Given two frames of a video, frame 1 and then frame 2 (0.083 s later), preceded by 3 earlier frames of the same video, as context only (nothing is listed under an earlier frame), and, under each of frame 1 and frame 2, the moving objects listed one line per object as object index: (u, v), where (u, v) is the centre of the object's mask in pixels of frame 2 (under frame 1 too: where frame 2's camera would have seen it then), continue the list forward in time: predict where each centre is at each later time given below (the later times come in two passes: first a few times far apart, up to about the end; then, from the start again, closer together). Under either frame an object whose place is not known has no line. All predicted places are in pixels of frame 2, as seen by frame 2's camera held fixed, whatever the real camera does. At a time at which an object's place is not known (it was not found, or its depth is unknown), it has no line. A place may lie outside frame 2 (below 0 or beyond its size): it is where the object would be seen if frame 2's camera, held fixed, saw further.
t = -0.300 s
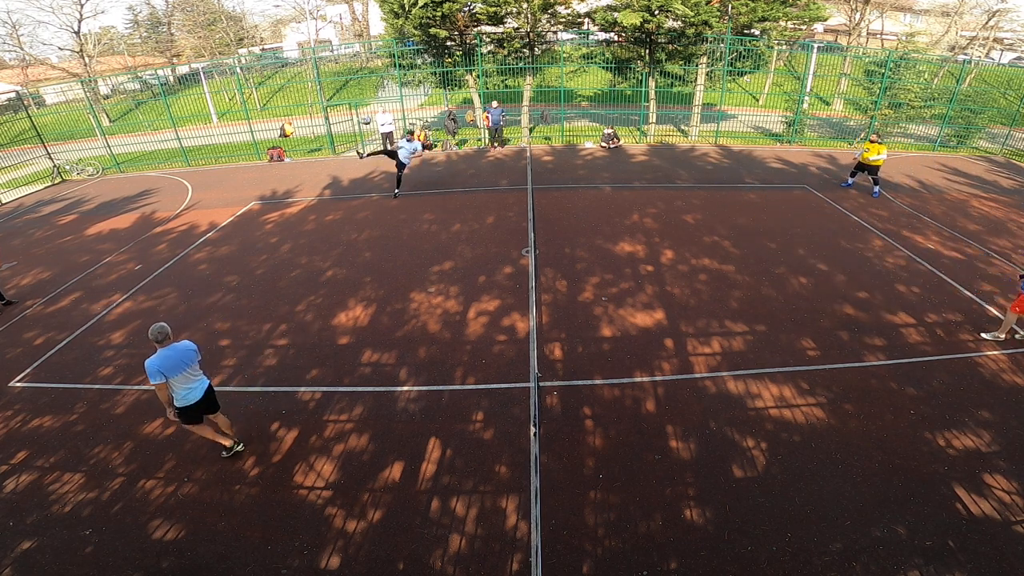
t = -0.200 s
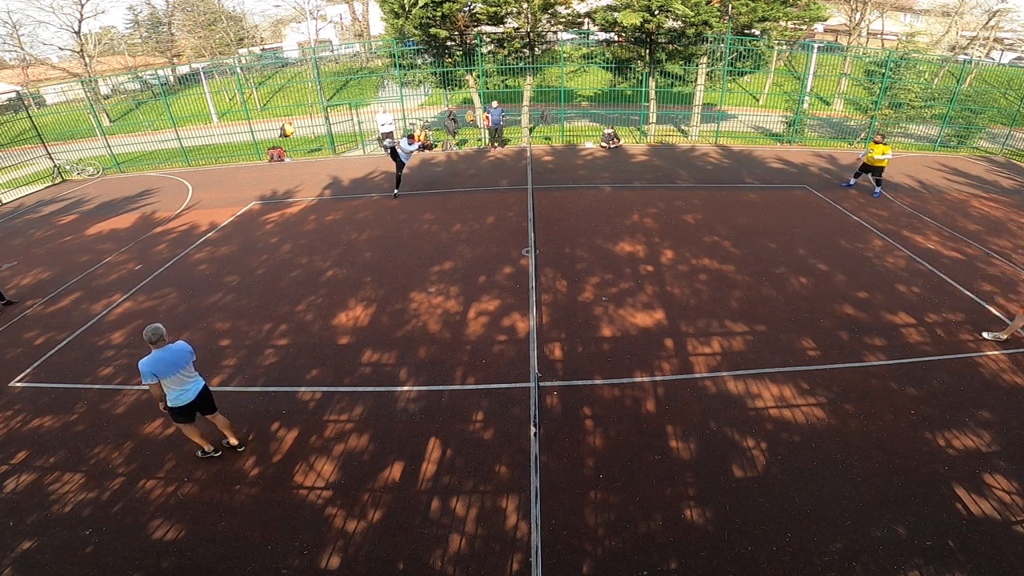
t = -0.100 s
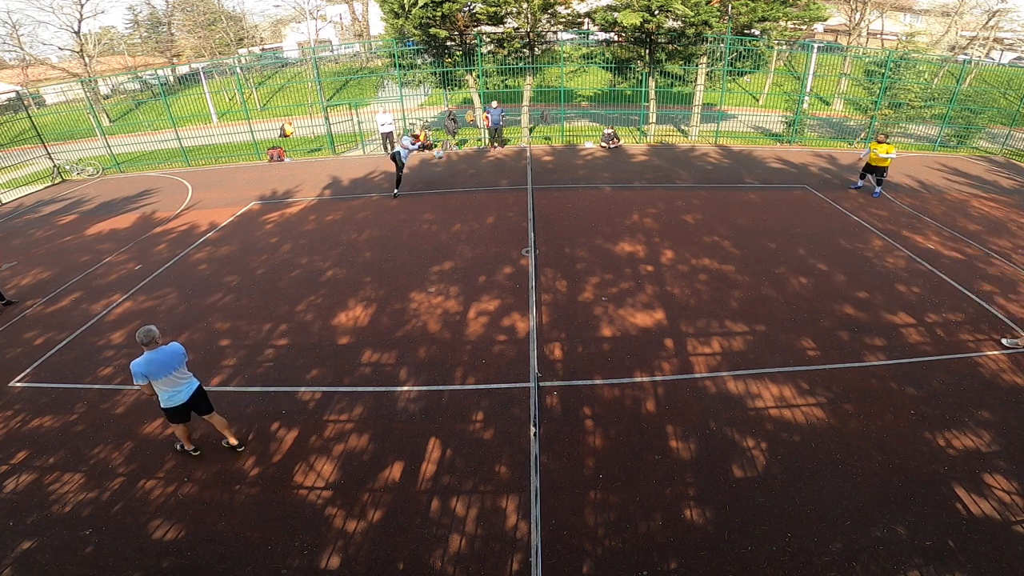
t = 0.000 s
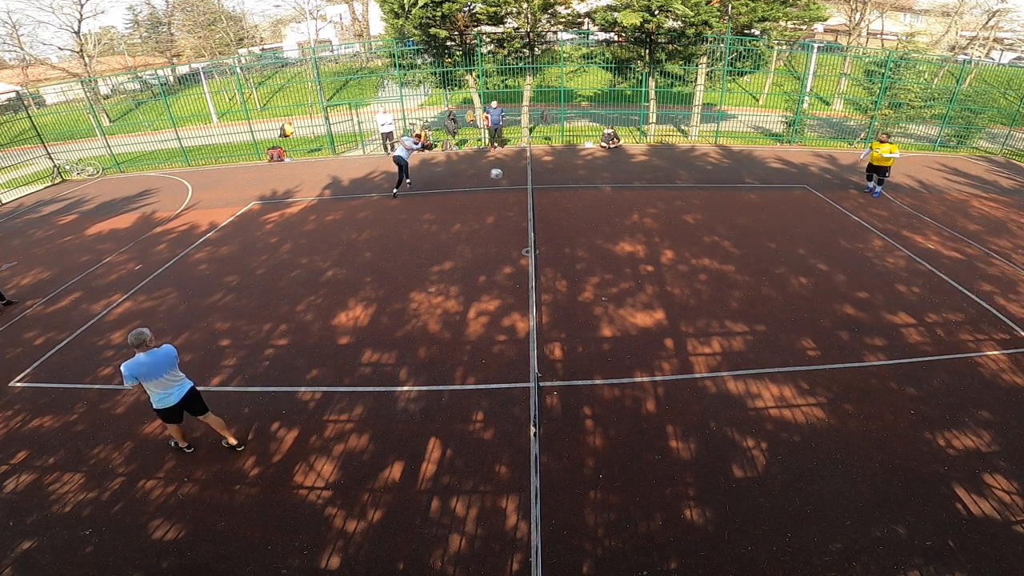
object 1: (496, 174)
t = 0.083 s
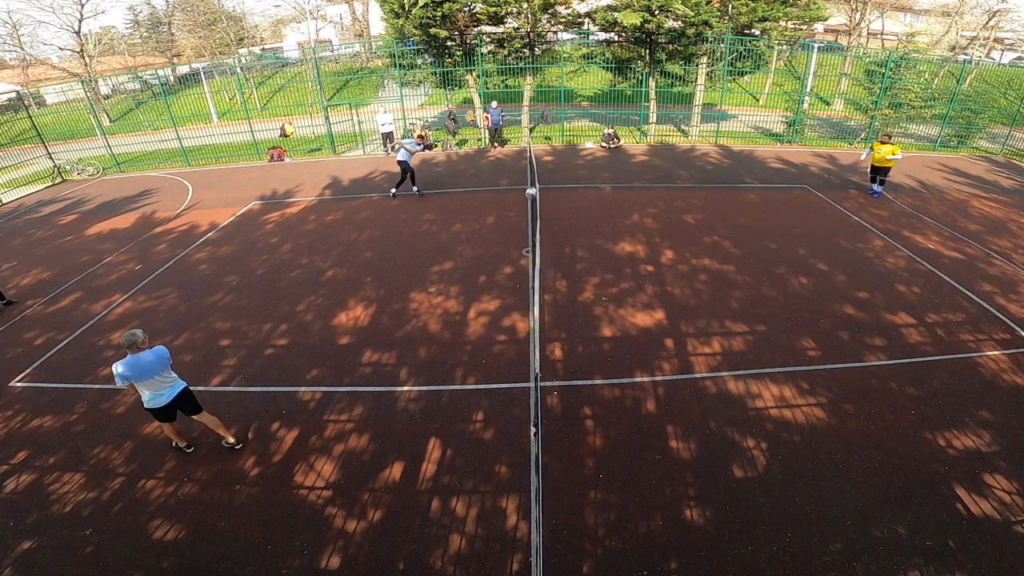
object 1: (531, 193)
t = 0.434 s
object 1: (526, 249)
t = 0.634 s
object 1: (522, 281)
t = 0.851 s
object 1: (506, 285)
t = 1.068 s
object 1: (490, 318)
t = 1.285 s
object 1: (471, 340)
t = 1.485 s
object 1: (452, 367)
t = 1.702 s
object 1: (430, 404)
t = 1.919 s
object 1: (405, 434)
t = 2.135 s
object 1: (380, 476)
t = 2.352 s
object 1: (350, 518)
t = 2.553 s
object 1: (317, 555)
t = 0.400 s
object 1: (528, 244)
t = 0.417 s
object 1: (527, 248)
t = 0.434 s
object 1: (526, 249)
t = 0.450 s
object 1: (526, 250)
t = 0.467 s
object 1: (525, 253)
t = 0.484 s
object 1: (525, 256)
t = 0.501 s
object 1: (525, 259)
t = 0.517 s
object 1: (525, 262)
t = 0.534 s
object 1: (525, 266)
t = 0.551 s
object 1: (525, 270)
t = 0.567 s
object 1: (524, 274)
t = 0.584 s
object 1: (524, 278)
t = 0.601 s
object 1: (523, 282)
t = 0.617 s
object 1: (523, 282)
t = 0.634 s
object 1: (522, 281)
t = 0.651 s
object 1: (520, 280)
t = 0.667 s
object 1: (519, 279)
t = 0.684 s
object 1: (518, 279)
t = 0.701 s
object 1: (517, 279)
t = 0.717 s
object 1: (516, 279)
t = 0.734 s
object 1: (514, 279)
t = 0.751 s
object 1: (513, 280)
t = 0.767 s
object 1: (512, 280)
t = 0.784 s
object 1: (511, 280)
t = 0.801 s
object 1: (510, 281)
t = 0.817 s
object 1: (508, 282)
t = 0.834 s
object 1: (507, 284)
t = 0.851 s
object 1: (506, 285)
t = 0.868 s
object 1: (504, 286)
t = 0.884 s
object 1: (503, 288)
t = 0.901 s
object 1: (502, 289)
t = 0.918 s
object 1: (501, 292)
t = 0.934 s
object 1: (500, 293)
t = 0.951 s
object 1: (499, 297)
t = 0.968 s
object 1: (497, 299)
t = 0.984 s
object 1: (496, 301)
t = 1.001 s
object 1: (495, 304)
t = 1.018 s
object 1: (494, 307)
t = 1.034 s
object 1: (493, 311)
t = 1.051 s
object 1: (492, 314)
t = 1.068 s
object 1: (490, 318)
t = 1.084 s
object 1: (489, 322)
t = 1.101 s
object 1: (488, 326)
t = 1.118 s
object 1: (487, 330)
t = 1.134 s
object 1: (486, 334)
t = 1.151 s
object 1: (484, 337)
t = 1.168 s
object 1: (483, 337)
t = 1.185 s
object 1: (481, 337)
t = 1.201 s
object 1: (479, 337)
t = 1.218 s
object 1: (478, 337)
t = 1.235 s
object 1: (476, 338)
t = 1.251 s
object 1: (475, 338)
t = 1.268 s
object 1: (473, 339)
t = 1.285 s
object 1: (471, 340)
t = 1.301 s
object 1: (470, 341)
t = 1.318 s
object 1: (468, 342)
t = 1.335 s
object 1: (466, 344)
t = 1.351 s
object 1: (465, 346)
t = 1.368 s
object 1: (463, 348)
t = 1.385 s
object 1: (462, 350)
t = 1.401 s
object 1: (460, 353)
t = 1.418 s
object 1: (458, 355)
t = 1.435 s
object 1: (456, 357)
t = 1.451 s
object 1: (455, 361)
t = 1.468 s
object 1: (453, 364)
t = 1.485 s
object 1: (452, 367)
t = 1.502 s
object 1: (450, 371)
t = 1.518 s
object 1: (449, 374)
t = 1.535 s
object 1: (447, 377)
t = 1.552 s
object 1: (445, 381)
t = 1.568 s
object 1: (444, 386)
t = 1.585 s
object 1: (443, 390)
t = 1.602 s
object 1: (441, 394)
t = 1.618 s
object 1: (440, 399)
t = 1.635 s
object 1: (438, 401)
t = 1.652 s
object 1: (436, 401)
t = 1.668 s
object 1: (434, 402)
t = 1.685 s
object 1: (432, 403)
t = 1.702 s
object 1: (430, 404)
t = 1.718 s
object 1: (428, 405)
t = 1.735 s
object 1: (426, 407)
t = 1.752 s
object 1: (424, 408)
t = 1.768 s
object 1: (422, 410)
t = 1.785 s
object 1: (420, 412)
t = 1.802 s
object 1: (418, 414)
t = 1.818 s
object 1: (416, 416)
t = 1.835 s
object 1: (414, 419)
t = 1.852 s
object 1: (413, 421)
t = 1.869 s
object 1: (410, 424)
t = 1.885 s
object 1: (409, 427)
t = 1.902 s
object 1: (407, 430)
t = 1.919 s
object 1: (405, 434)
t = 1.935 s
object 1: (403, 437)
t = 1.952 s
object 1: (402, 441)
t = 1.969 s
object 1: (400, 444)
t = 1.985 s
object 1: (398, 448)
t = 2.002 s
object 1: (397, 452)
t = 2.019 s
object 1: (395, 456)
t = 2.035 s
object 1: (394, 460)
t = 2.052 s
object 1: (393, 465)
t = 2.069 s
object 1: (391, 468)
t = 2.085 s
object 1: (388, 470)
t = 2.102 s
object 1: (386, 472)
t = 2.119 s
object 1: (383, 474)
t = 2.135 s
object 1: (380, 476)
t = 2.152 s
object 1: (378, 478)
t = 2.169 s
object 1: (375, 480)
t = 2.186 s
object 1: (372, 483)
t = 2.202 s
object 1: (370, 486)
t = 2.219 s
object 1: (367, 489)
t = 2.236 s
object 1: (365, 492)
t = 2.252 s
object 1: (362, 495)
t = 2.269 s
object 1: (360, 499)
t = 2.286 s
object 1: (358, 502)
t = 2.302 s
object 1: (356, 506)
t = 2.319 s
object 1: (354, 509)
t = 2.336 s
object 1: (352, 513)
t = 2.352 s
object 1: (350, 518)
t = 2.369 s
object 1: (348, 522)
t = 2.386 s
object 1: (346, 526)
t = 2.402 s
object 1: (345, 530)
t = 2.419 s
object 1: (341, 533)
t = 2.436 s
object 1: (338, 535)
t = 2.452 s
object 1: (335, 537)
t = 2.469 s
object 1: (332, 540)
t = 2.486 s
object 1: (328, 543)
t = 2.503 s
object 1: (326, 545)
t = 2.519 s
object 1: (322, 548)
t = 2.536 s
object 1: (319, 551)
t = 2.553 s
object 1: (317, 555)
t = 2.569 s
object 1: (315, 558)
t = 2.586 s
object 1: (312, 561)
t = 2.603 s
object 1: (310, 565)
